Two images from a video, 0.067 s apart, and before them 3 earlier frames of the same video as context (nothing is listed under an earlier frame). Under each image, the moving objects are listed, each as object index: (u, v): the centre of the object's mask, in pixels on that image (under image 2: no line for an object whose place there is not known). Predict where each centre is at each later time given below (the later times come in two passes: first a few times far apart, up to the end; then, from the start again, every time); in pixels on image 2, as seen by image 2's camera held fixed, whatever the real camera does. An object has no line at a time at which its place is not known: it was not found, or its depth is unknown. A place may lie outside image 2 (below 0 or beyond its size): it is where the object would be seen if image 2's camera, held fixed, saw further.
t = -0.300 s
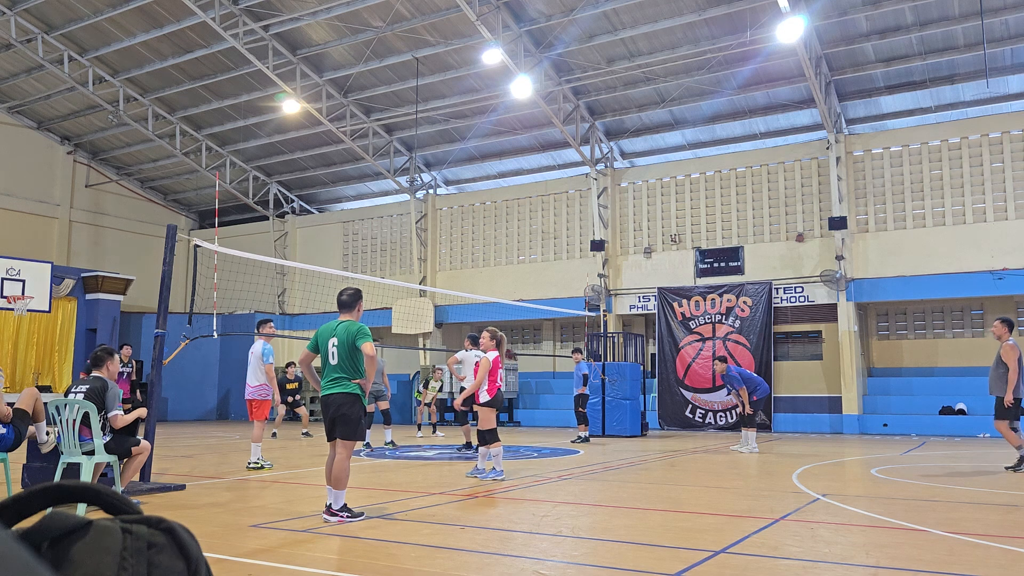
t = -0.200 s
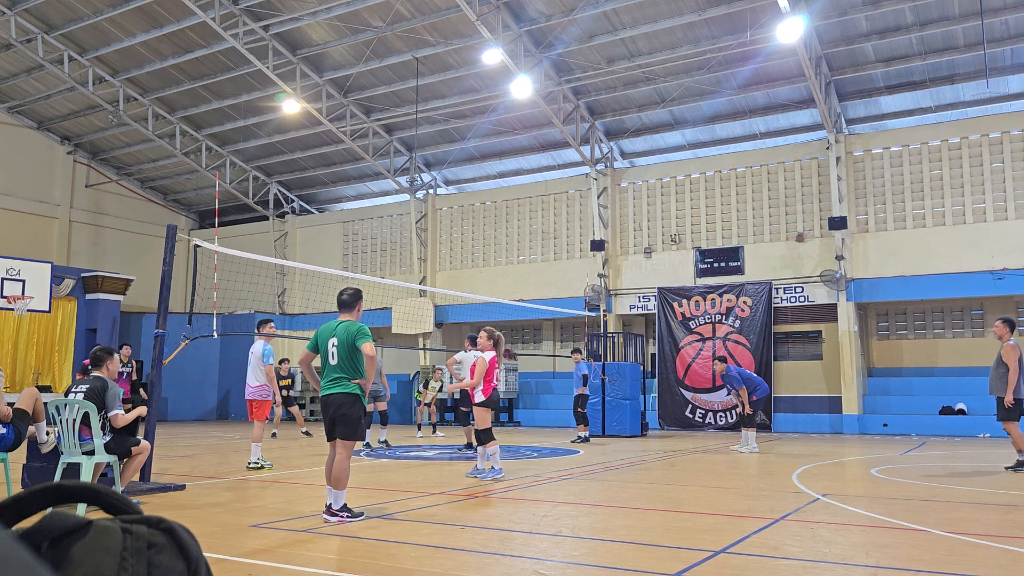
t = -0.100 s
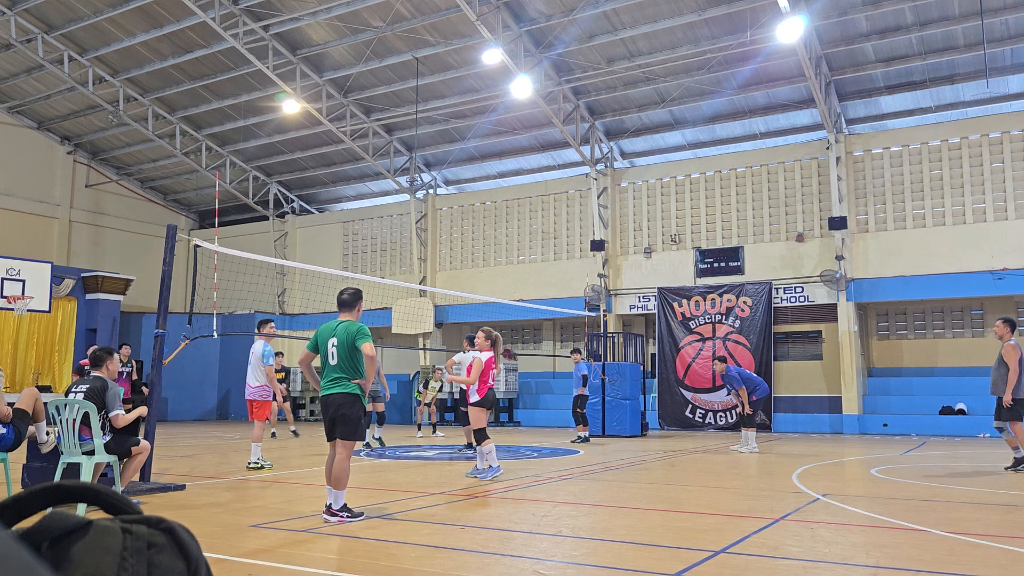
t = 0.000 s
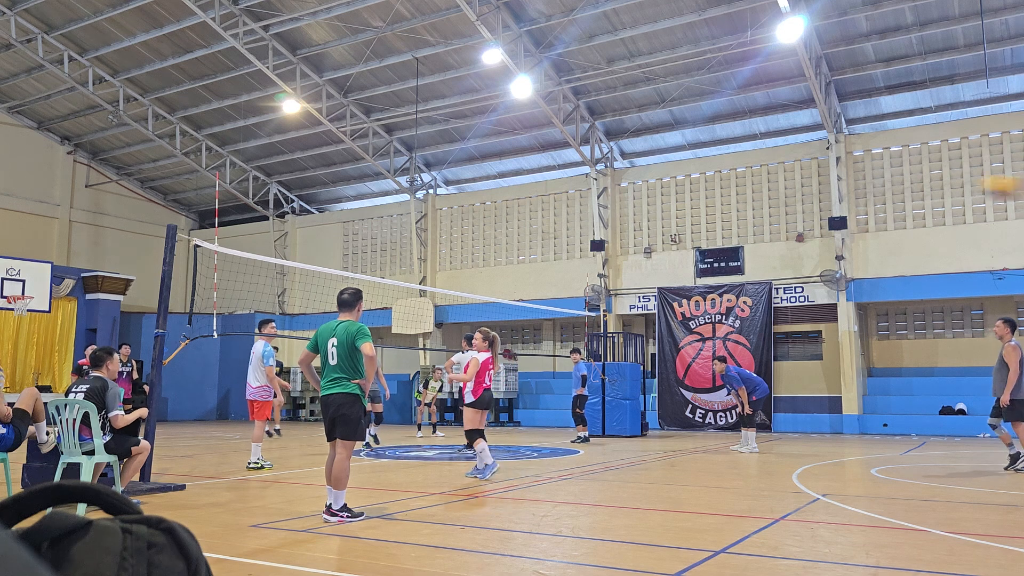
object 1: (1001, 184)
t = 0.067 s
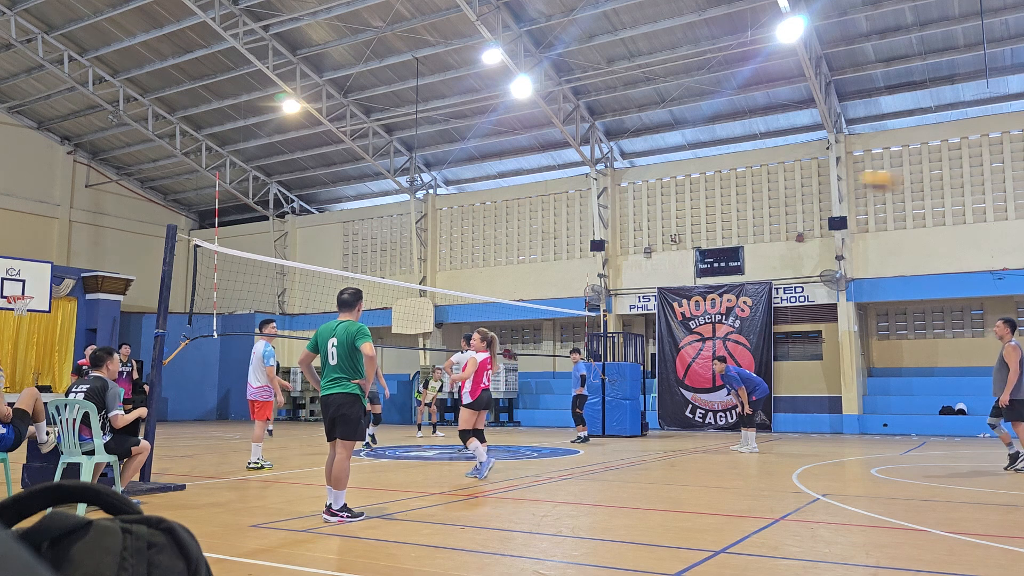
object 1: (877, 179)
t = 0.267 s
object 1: (623, 190)
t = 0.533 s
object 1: (422, 247)
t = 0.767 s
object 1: (308, 317)
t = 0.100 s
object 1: (825, 177)
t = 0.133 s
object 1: (779, 178)
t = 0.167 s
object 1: (733, 180)
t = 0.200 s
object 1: (694, 184)
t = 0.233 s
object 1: (656, 186)
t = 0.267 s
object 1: (623, 190)
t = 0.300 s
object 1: (592, 196)
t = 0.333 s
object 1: (564, 202)
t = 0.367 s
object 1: (536, 209)
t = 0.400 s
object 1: (510, 216)
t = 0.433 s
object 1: (486, 223)
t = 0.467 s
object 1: (463, 231)
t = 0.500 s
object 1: (442, 238)
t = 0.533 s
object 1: (422, 247)
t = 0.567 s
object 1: (402, 256)
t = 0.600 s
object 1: (384, 265)
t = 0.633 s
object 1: (369, 272)
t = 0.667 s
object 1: (350, 284)
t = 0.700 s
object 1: (334, 296)
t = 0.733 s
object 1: (323, 306)
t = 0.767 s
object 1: (308, 317)
